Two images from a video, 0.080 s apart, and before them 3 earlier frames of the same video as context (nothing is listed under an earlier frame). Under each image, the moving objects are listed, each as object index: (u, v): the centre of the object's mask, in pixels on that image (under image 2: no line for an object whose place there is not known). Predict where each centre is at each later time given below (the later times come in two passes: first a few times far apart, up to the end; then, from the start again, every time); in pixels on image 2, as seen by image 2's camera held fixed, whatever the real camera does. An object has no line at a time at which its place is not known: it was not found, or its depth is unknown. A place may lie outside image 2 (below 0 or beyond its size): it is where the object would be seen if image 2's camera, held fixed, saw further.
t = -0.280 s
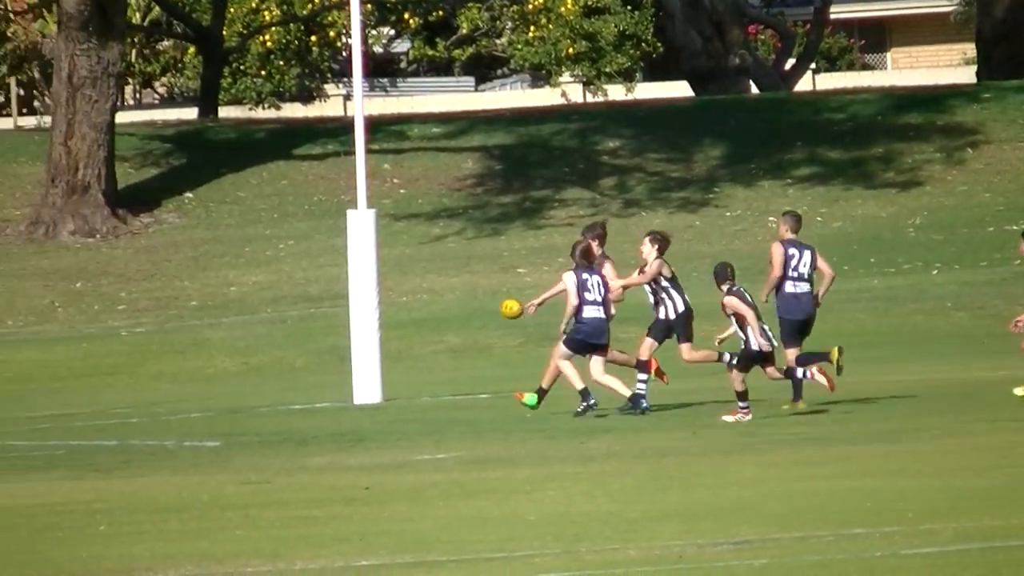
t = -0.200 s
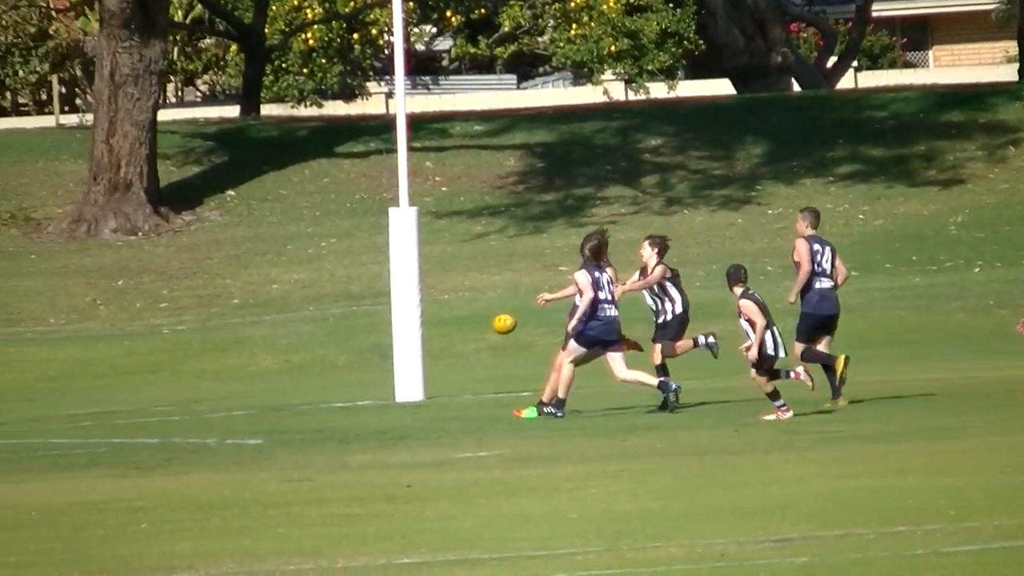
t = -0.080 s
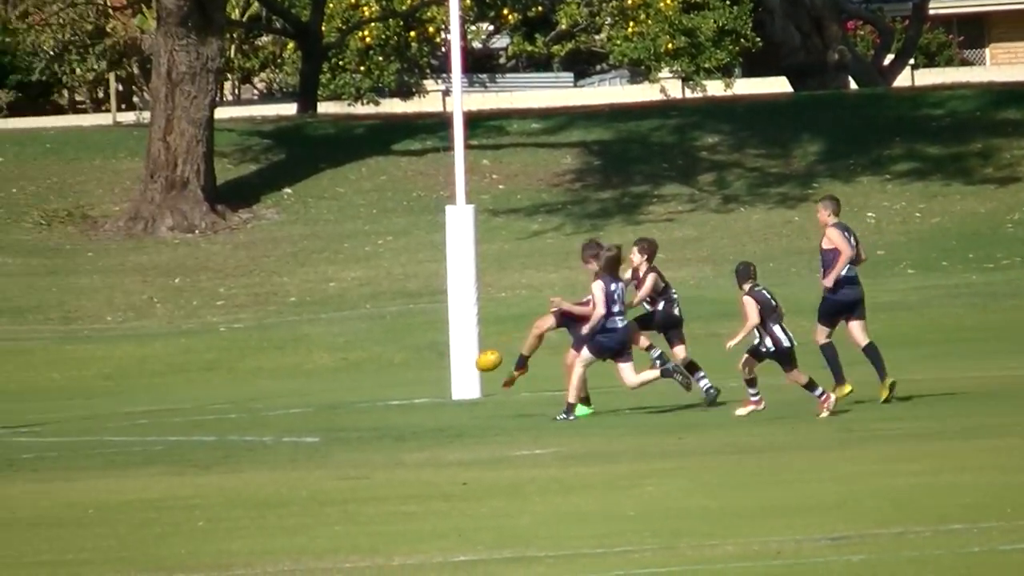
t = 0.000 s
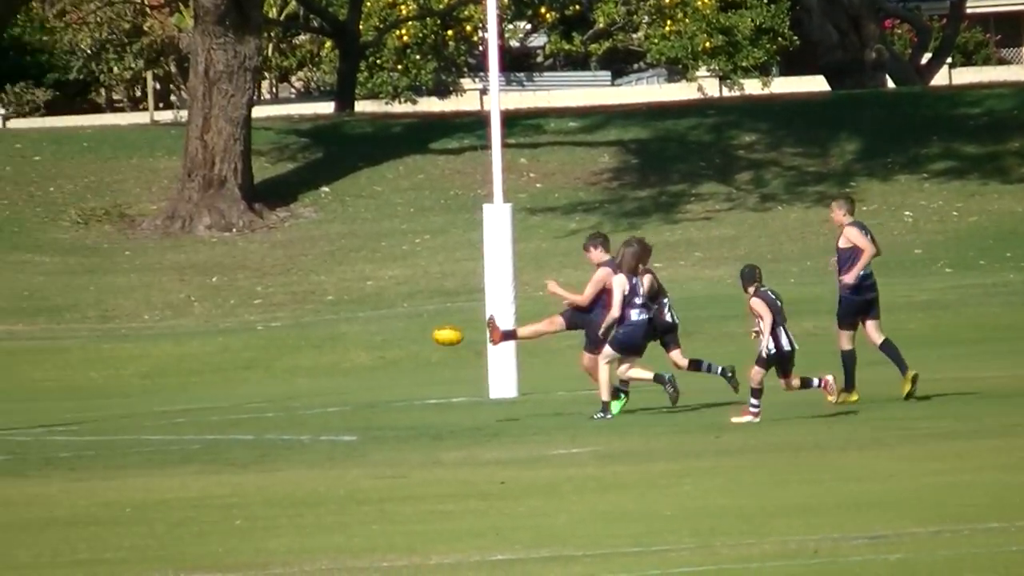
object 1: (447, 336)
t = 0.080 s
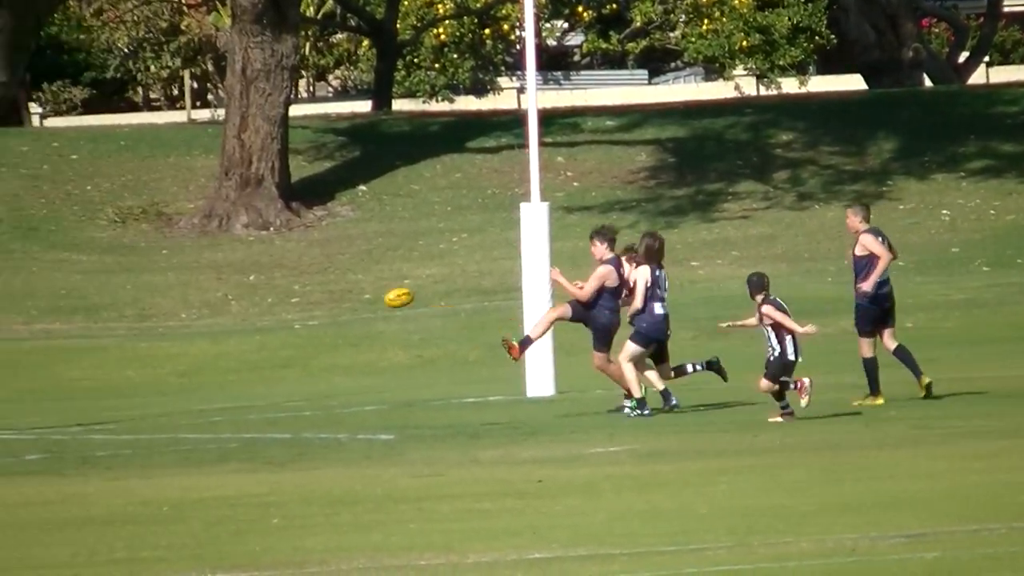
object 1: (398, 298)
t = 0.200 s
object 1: (266, 257)
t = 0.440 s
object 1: (-9, 225)
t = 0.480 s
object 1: (-56, 224)
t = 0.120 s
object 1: (354, 282)
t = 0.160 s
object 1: (310, 269)
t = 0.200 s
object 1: (266, 257)
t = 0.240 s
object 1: (220, 248)
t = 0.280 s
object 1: (176, 240)
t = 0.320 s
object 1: (130, 234)
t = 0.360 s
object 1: (84, 230)
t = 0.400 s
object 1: (38, 226)
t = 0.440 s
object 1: (-9, 225)
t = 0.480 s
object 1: (-56, 224)
